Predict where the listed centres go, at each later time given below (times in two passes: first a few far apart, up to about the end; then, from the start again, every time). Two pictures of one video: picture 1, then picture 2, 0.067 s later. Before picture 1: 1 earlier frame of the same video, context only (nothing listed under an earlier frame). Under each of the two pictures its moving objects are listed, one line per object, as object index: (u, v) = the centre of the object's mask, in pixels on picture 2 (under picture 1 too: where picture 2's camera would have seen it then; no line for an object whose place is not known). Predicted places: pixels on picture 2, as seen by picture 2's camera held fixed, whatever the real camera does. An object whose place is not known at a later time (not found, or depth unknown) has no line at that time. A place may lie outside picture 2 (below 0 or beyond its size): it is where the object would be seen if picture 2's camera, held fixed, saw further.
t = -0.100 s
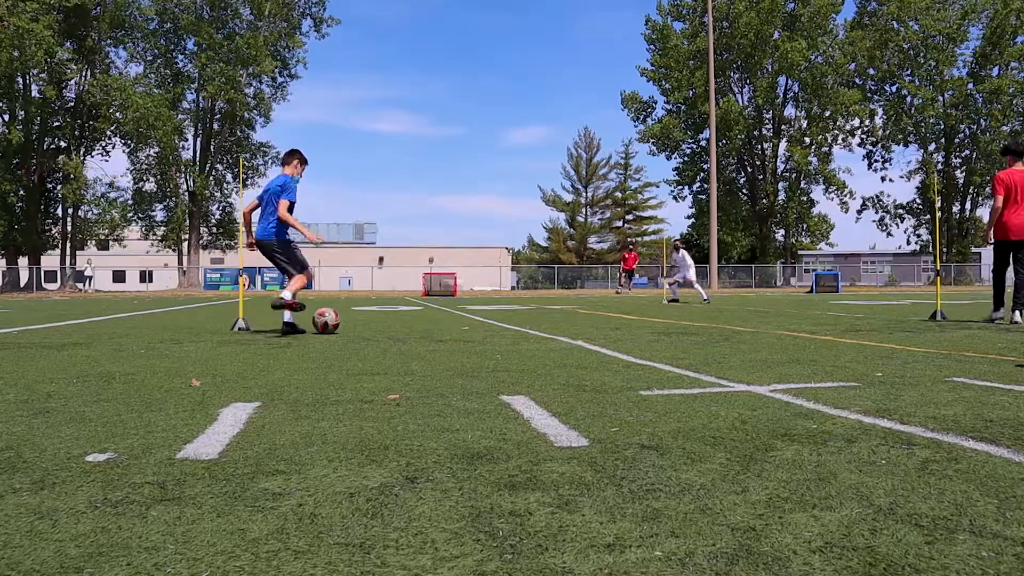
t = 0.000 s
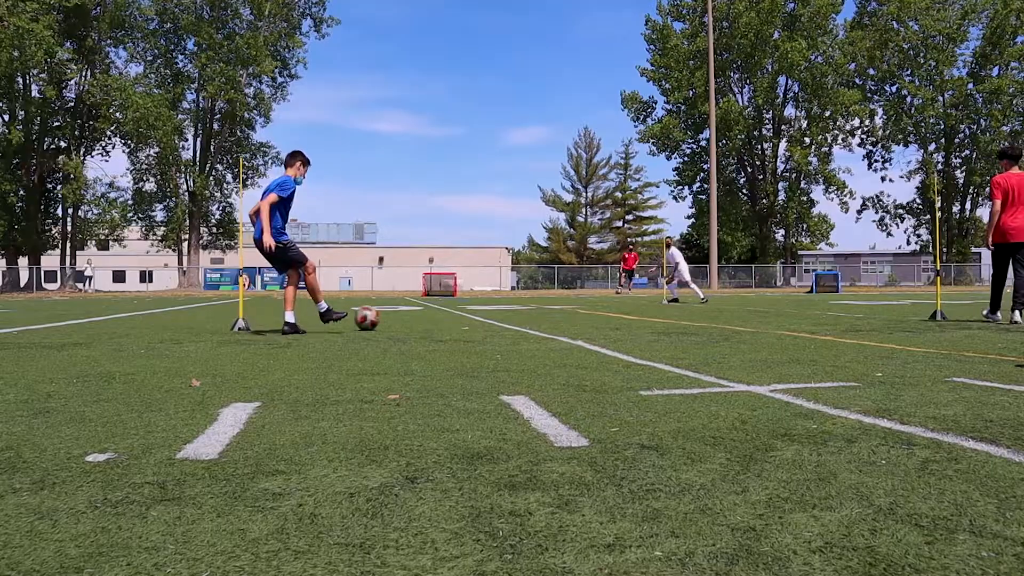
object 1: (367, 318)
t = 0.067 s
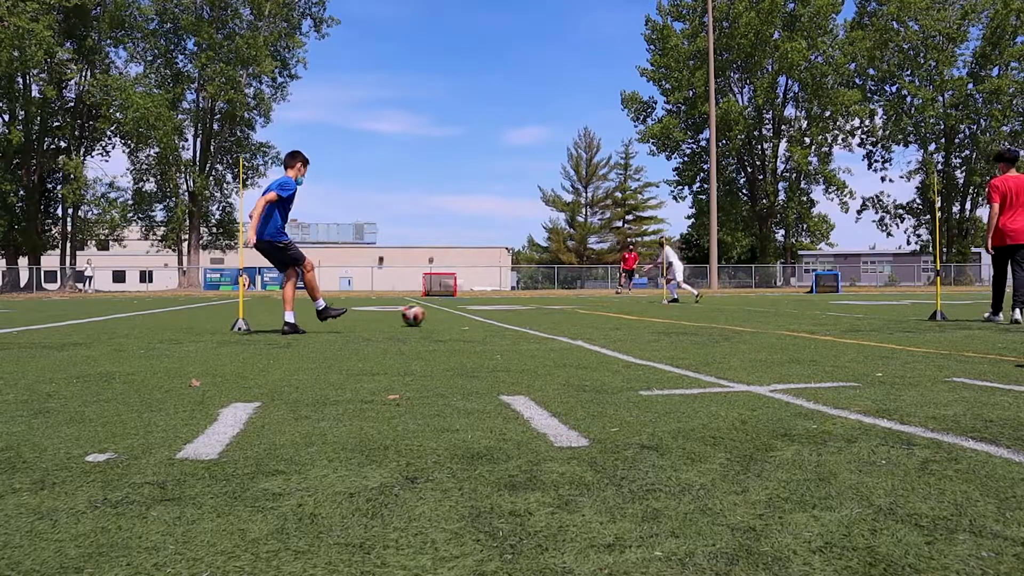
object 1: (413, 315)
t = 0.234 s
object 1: (493, 306)
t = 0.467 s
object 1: (560, 299)
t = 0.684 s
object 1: (600, 298)
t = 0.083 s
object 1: (423, 314)
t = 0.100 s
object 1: (433, 314)
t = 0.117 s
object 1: (441, 312)
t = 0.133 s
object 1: (450, 313)
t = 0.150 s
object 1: (458, 313)
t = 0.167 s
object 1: (466, 312)
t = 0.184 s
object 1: (473, 310)
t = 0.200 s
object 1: (480, 308)
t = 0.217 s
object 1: (487, 307)
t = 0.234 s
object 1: (493, 306)
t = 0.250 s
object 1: (499, 306)
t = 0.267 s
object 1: (505, 306)
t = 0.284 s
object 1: (511, 306)
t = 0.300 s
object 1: (516, 306)
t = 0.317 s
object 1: (521, 306)
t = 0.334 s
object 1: (527, 306)
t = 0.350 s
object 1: (532, 307)
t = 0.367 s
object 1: (537, 305)
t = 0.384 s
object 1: (540, 304)
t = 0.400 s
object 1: (545, 303)
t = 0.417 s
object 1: (549, 301)
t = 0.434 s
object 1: (552, 300)
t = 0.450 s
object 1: (557, 300)
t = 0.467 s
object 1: (560, 299)
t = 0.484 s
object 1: (564, 298)
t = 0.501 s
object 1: (567, 298)
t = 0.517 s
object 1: (571, 298)
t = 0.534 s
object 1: (574, 299)
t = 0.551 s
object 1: (578, 300)
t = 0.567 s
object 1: (581, 301)
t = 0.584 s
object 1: (584, 302)
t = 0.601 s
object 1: (587, 303)
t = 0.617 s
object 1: (591, 303)
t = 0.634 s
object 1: (593, 302)
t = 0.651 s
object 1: (595, 300)
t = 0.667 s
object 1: (598, 300)
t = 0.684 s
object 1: (600, 298)
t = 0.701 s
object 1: (602, 298)
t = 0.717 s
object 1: (605, 297)
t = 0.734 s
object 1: (607, 296)
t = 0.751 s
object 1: (609, 296)
